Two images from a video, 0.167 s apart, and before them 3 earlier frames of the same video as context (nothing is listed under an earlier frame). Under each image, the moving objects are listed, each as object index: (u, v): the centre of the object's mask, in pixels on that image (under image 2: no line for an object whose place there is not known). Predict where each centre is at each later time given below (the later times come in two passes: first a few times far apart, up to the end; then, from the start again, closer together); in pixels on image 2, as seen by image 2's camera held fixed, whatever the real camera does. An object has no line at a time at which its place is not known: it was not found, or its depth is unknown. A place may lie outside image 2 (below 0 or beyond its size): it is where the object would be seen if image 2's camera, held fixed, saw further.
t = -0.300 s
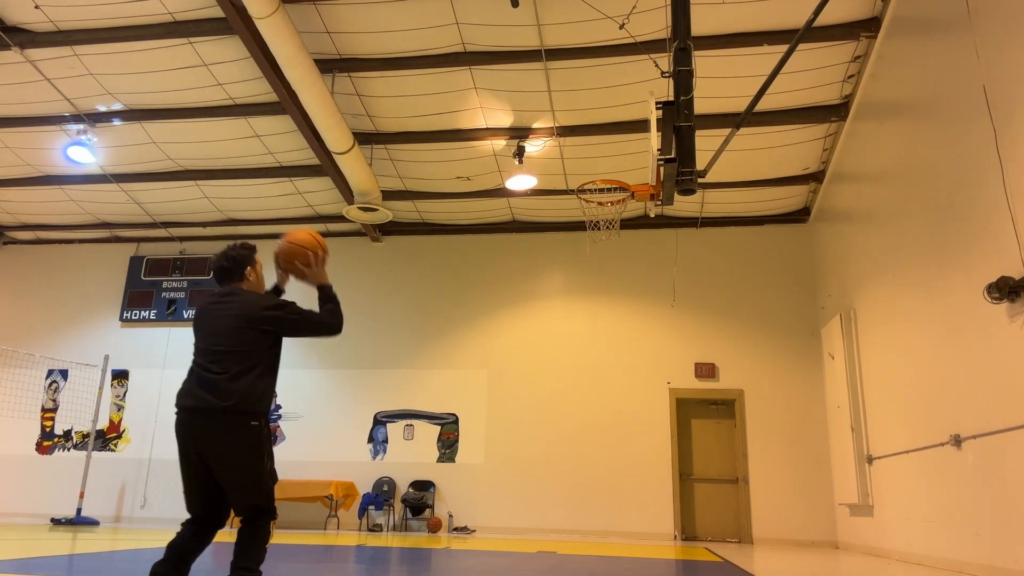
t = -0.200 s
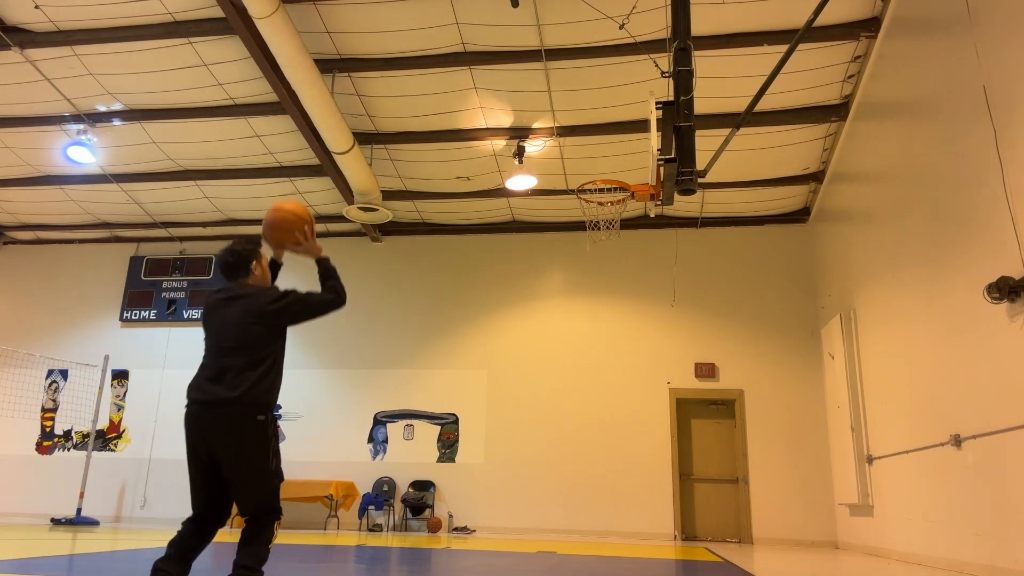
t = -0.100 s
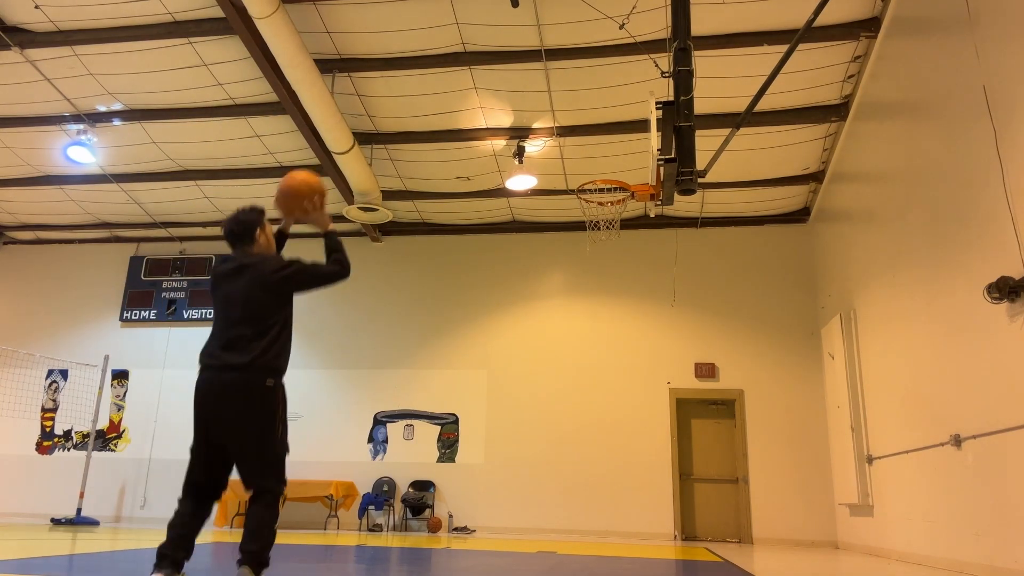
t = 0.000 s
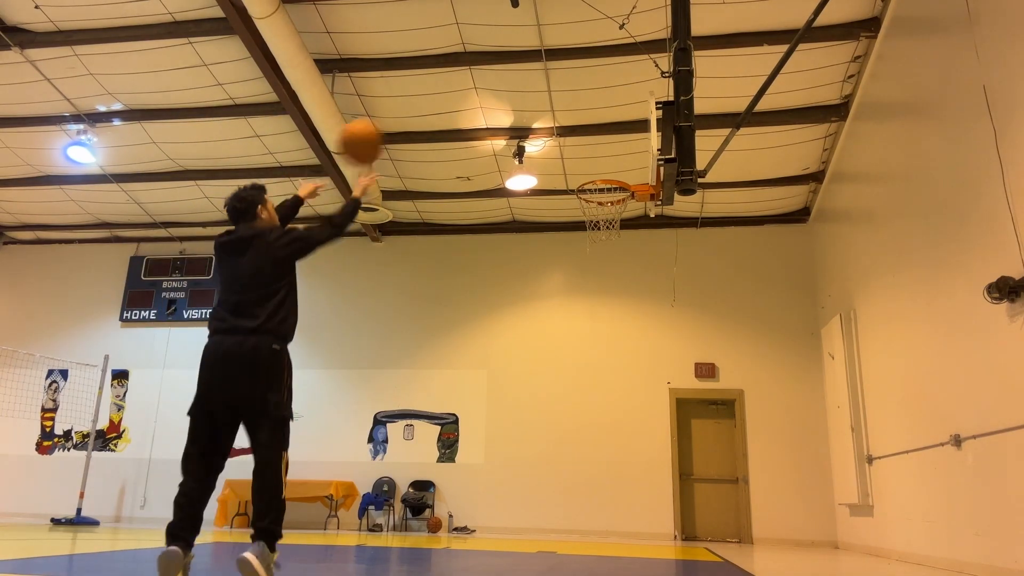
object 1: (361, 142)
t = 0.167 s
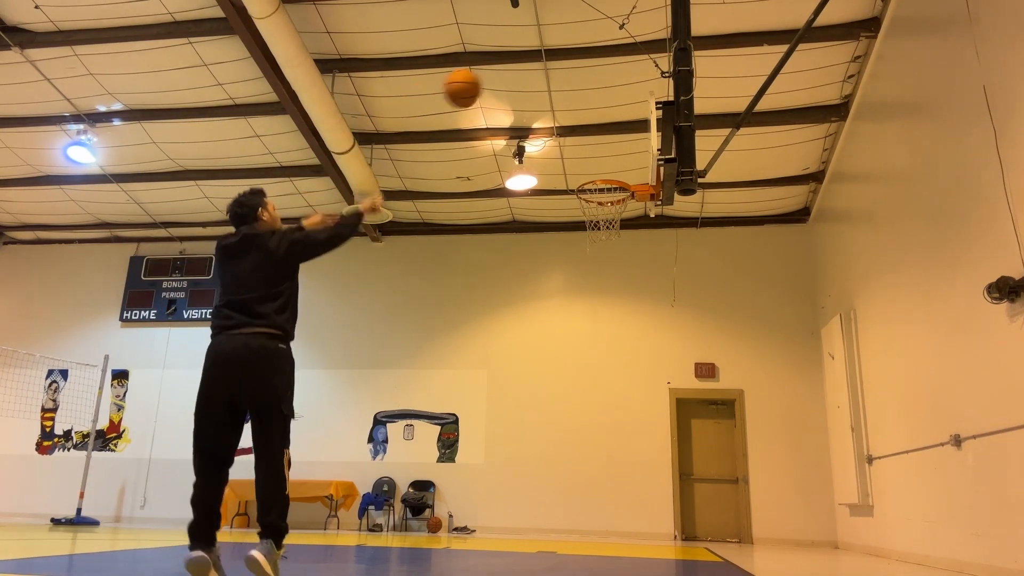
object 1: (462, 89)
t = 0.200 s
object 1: (479, 83)
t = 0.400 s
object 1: (560, 87)
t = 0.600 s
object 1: (623, 131)
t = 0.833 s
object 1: (597, 195)
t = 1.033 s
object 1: (616, 199)
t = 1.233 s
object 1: (585, 223)
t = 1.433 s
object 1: (558, 253)
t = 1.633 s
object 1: (528, 330)
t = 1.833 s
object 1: (494, 465)
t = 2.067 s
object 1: (468, 446)
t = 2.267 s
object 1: (454, 340)
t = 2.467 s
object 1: (438, 288)
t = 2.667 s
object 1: (420, 285)
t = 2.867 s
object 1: (397, 335)
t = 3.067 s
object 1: (366, 449)
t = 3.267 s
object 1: (338, 499)
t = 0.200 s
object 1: (479, 83)
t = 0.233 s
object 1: (494, 81)
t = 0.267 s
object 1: (509, 79)
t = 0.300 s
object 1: (522, 80)
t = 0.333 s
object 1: (536, 81)
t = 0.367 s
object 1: (548, 83)
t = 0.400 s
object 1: (560, 87)
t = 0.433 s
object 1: (572, 92)
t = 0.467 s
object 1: (583, 98)
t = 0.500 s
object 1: (593, 105)
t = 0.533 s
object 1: (604, 113)
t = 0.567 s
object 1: (613, 122)
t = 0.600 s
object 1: (623, 131)
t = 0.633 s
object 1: (632, 142)
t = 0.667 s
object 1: (631, 150)
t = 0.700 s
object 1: (624, 159)
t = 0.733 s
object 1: (617, 168)
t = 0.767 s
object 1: (611, 174)
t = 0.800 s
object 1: (603, 194)
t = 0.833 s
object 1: (597, 195)
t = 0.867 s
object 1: (592, 192)
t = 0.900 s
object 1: (594, 190)
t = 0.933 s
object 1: (605, 194)
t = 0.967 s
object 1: (611, 195)
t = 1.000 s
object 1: (615, 196)
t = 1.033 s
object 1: (616, 199)
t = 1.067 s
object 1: (612, 204)
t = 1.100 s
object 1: (606, 212)
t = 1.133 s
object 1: (595, 217)
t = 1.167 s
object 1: (594, 220)
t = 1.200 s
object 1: (589, 222)
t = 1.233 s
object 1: (585, 223)
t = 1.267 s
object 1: (580, 225)
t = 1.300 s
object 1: (576, 228)
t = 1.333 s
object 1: (572, 232)
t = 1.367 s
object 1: (567, 238)
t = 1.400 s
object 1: (562, 246)
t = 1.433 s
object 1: (558, 253)
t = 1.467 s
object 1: (553, 263)
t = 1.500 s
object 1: (548, 273)
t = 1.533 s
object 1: (543, 285)
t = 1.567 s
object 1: (538, 299)
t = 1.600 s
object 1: (533, 313)
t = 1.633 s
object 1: (528, 330)
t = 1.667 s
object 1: (522, 348)
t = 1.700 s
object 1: (517, 368)
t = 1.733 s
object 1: (511, 389)
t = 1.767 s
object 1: (506, 412)
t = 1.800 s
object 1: (500, 438)
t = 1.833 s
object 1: (494, 465)
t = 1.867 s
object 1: (488, 495)
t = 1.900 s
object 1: (482, 525)
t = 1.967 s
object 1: (473, 522)
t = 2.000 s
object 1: (471, 495)
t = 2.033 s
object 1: (470, 470)
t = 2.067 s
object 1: (468, 446)
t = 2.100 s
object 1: (466, 424)
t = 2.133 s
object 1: (463, 404)
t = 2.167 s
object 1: (461, 386)
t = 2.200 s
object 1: (458, 369)
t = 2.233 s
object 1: (456, 354)
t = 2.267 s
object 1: (454, 340)
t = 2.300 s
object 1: (451, 328)
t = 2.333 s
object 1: (449, 317)
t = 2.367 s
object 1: (446, 308)
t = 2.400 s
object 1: (443, 300)
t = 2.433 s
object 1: (441, 293)
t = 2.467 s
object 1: (438, 288)
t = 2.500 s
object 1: (435, 284)
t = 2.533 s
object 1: (432, 281)
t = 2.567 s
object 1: (429, 280)
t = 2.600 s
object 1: (426, 281)
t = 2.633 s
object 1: (423, 282)
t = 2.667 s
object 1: (420, 285)
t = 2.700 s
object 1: (416, 289)
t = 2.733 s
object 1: (412, 295)
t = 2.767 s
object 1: (409, 303)
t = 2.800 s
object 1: (405, 312)
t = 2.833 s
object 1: (401, 322)
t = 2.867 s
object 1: (397, 335)
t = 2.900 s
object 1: (392, 349)
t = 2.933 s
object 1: (387, 364)
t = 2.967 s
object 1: (383, 381)
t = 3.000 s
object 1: (378, 401)
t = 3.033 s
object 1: (372, 424)
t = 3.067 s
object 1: (366, 449)
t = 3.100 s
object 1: (360, 474)
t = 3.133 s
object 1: (353, 502)
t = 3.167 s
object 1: (347, 535)
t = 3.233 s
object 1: (339, 528)
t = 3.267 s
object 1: (338, 499)
